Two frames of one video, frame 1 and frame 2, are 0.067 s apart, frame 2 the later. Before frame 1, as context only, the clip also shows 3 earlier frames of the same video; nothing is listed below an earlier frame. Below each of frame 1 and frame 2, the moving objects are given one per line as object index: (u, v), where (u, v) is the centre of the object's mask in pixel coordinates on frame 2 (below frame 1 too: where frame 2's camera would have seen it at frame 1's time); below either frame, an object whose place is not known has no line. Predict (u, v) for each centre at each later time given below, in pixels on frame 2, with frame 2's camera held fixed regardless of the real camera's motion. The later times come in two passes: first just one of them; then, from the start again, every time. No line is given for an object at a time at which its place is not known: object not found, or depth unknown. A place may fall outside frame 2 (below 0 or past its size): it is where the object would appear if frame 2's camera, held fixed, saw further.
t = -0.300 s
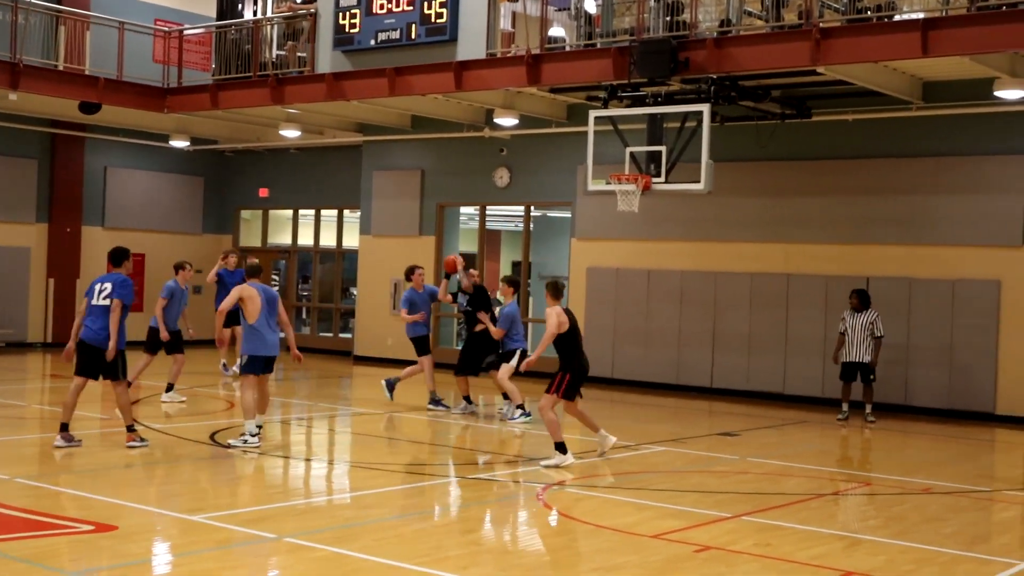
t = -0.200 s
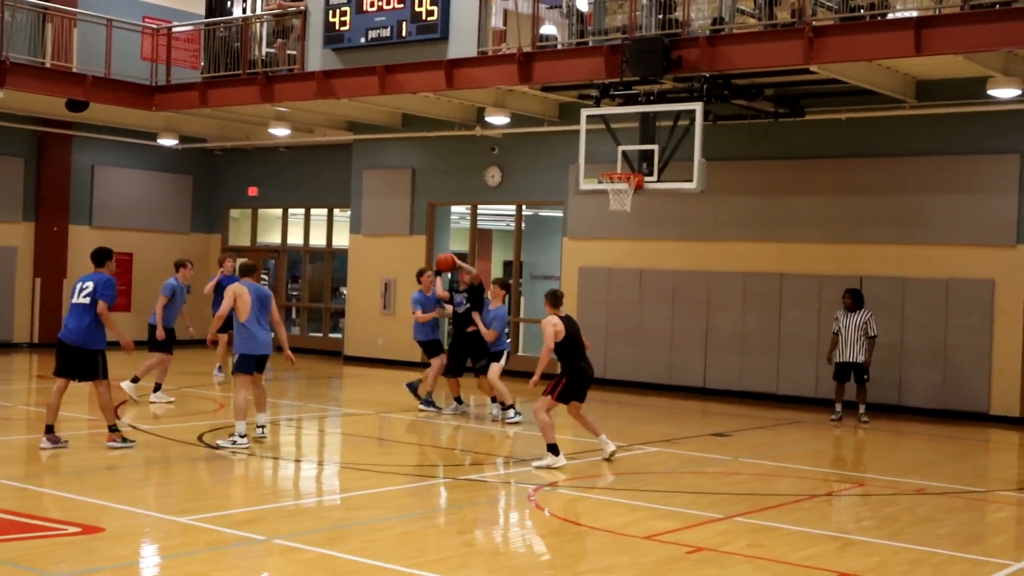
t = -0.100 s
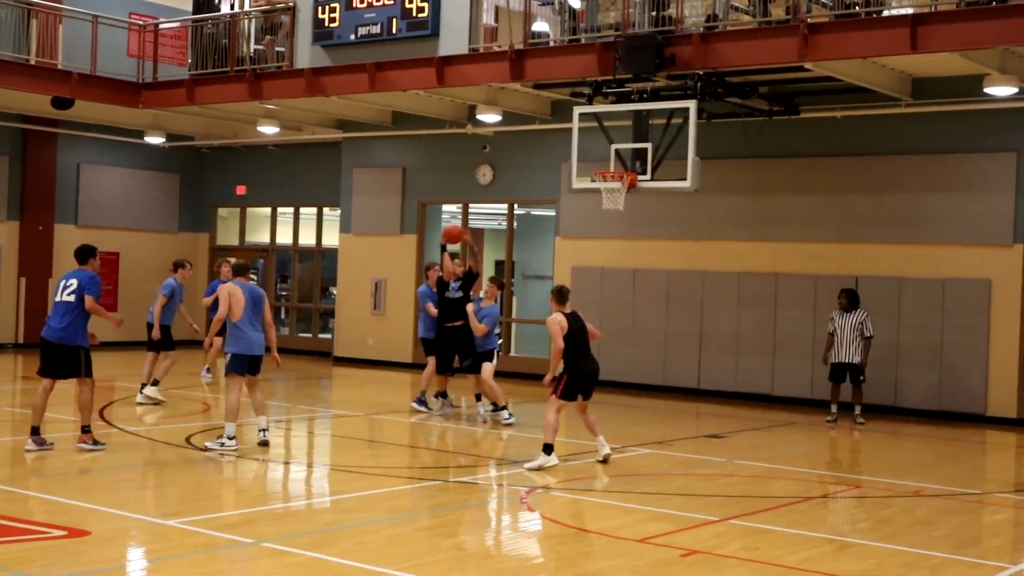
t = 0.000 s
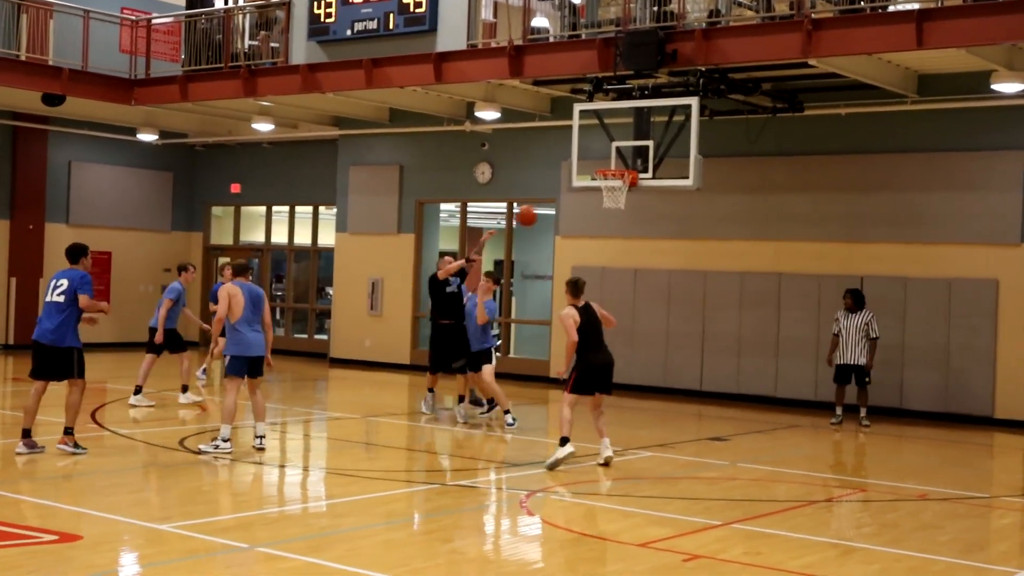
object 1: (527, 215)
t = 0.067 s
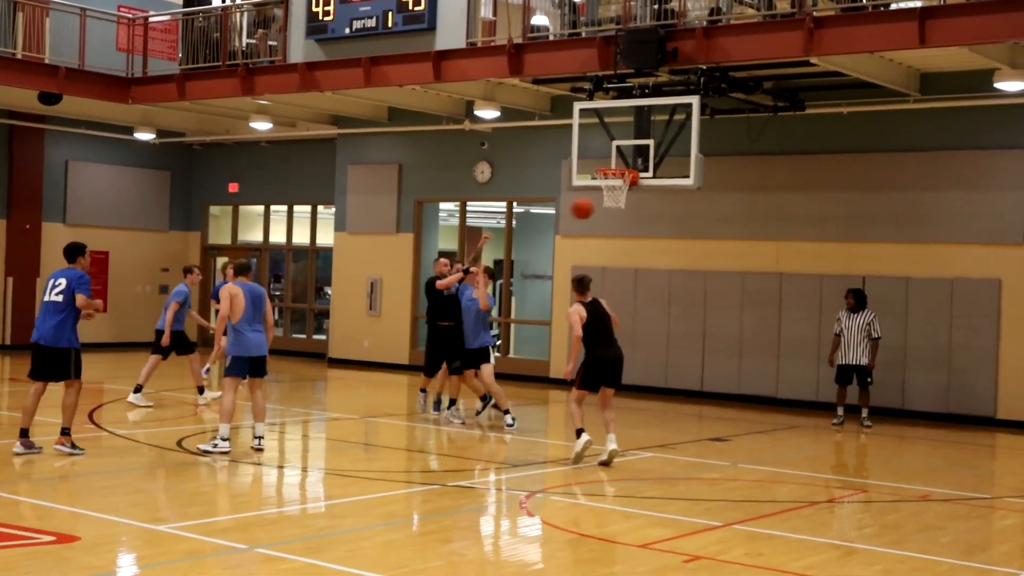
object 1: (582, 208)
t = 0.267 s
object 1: (763, 211)
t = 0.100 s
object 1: (611, 207)
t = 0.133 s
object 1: (640, 206)
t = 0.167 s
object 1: (669, 205)
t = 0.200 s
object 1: (701, 206)
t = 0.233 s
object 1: (731, 209)
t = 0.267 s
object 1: (763, 211)
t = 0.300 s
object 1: (795, 216)
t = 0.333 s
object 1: (828, 221)
